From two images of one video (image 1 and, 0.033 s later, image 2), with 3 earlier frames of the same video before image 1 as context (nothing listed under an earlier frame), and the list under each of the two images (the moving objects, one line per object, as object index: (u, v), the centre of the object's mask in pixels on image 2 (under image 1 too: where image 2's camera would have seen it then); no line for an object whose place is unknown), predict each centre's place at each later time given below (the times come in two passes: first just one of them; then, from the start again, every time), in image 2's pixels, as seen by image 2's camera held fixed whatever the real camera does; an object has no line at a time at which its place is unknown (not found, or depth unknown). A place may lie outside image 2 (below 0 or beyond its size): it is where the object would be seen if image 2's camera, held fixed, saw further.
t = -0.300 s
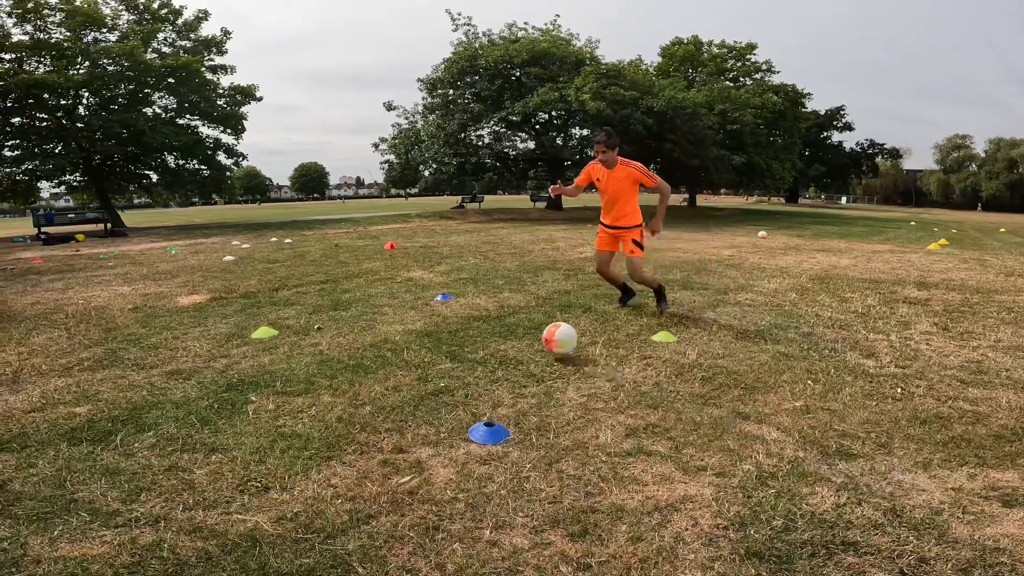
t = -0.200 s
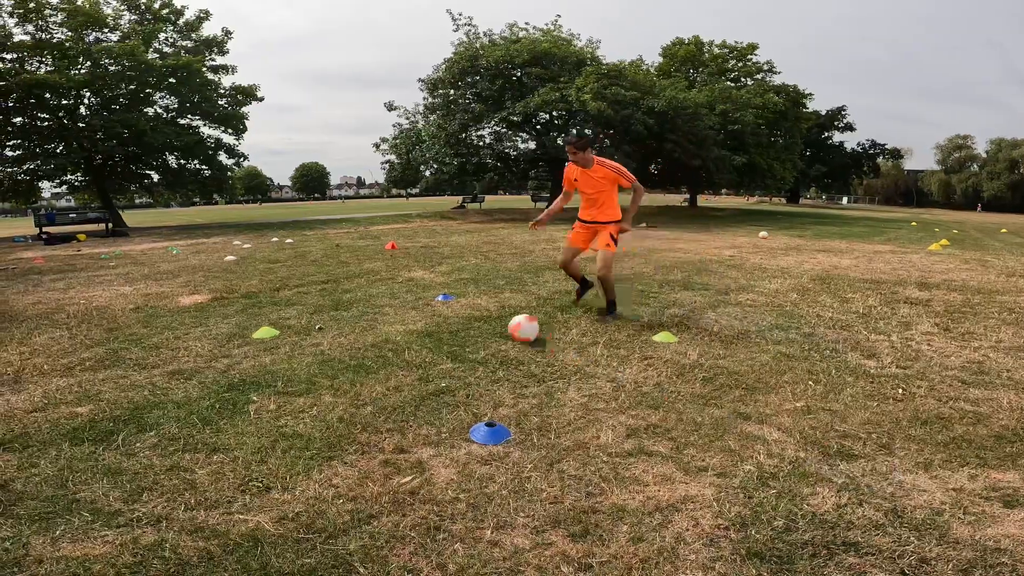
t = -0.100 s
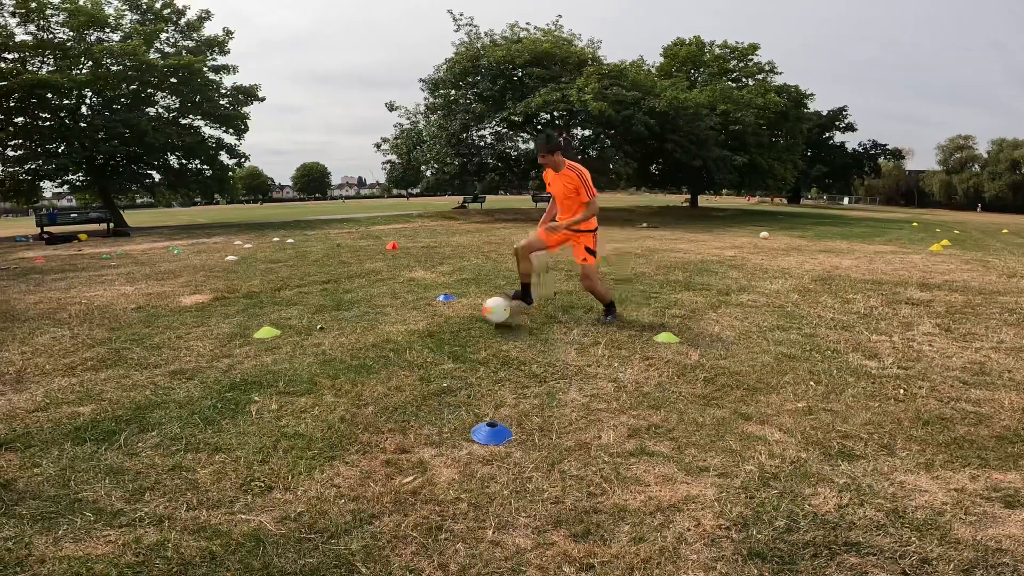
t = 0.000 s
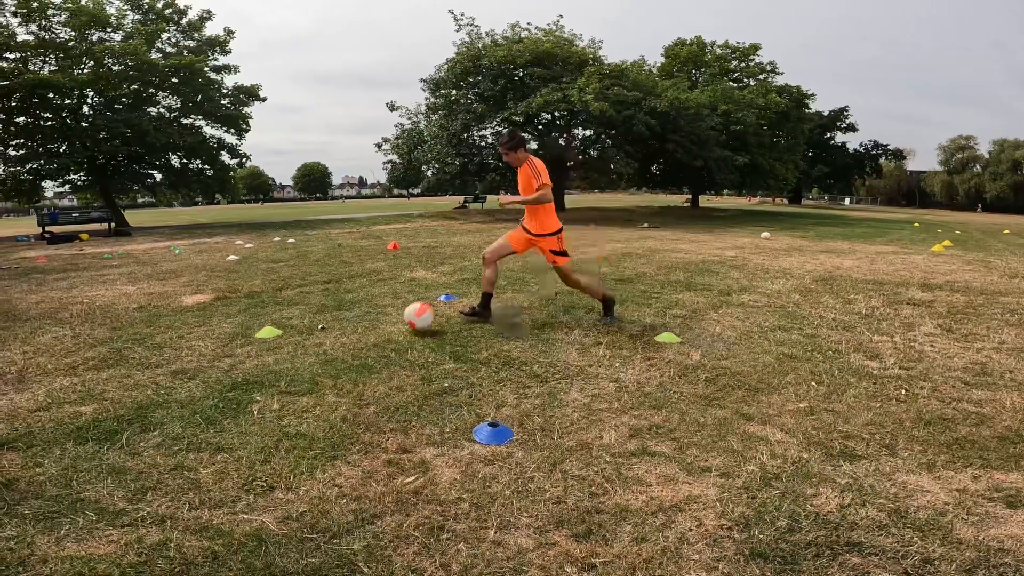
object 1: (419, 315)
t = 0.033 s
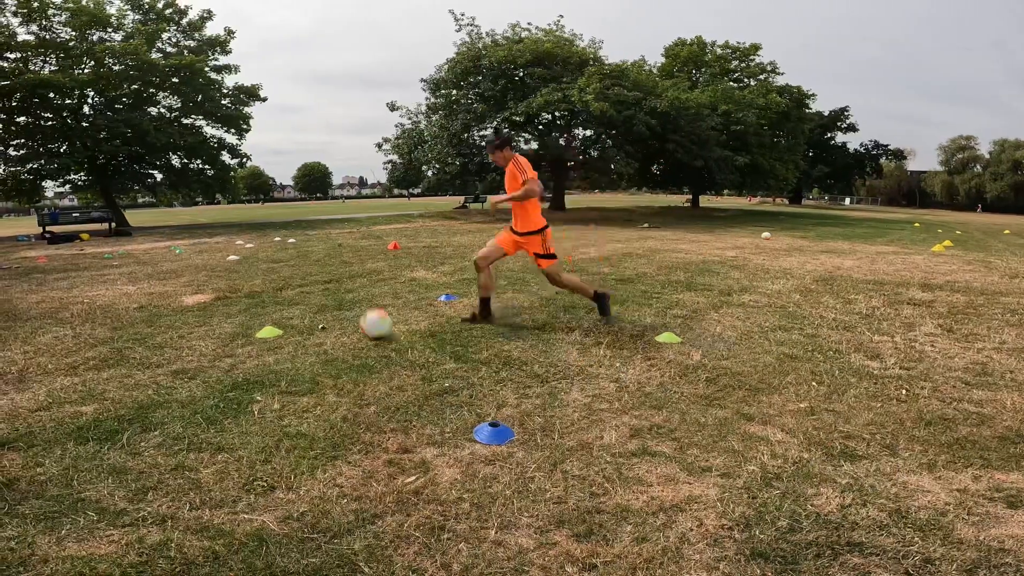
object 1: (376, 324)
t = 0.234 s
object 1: (58, 362)
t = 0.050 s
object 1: (353, 329)
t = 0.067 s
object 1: (328, 334)
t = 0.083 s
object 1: (306, 336)
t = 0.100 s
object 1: (282, 338)
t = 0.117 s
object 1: (259, 342)
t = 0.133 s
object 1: (233, 342)
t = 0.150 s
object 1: (206, 344)
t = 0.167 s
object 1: (178, 347)
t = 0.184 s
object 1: (148, 350)
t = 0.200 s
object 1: (119, 353)
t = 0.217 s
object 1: (89, 359)
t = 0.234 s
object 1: (58, 362)
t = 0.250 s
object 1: (29, 368)
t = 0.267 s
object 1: (7, 372)
